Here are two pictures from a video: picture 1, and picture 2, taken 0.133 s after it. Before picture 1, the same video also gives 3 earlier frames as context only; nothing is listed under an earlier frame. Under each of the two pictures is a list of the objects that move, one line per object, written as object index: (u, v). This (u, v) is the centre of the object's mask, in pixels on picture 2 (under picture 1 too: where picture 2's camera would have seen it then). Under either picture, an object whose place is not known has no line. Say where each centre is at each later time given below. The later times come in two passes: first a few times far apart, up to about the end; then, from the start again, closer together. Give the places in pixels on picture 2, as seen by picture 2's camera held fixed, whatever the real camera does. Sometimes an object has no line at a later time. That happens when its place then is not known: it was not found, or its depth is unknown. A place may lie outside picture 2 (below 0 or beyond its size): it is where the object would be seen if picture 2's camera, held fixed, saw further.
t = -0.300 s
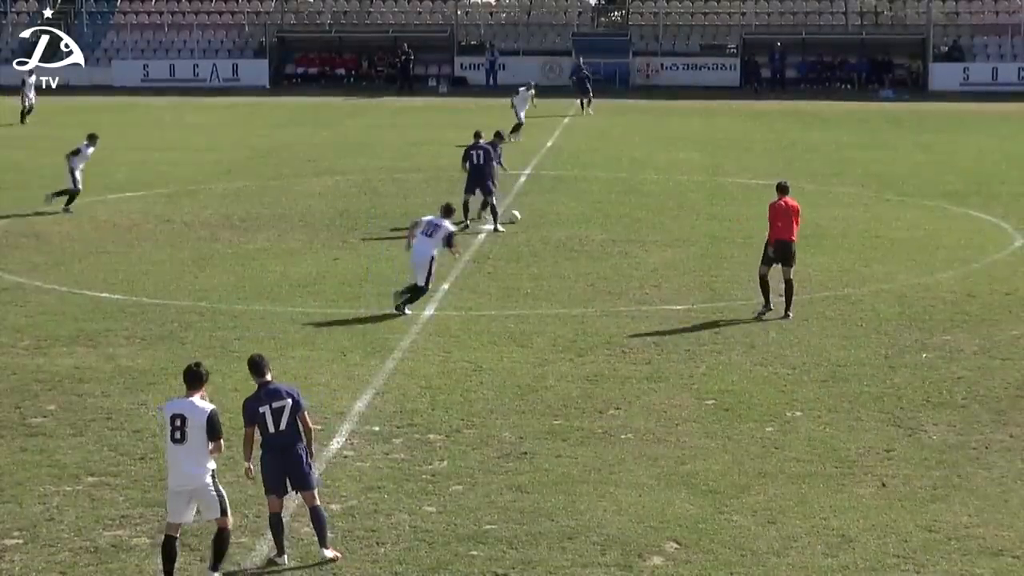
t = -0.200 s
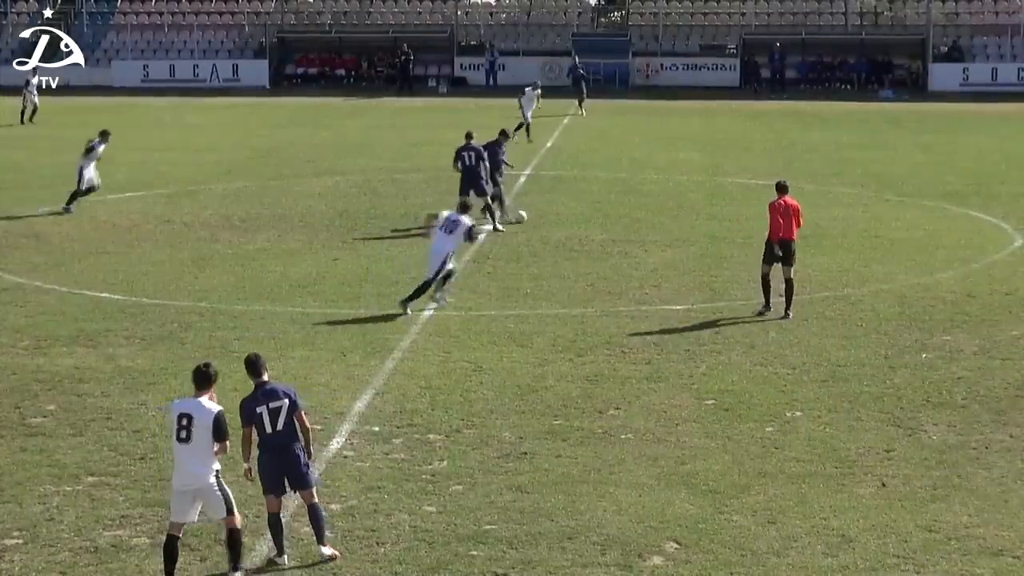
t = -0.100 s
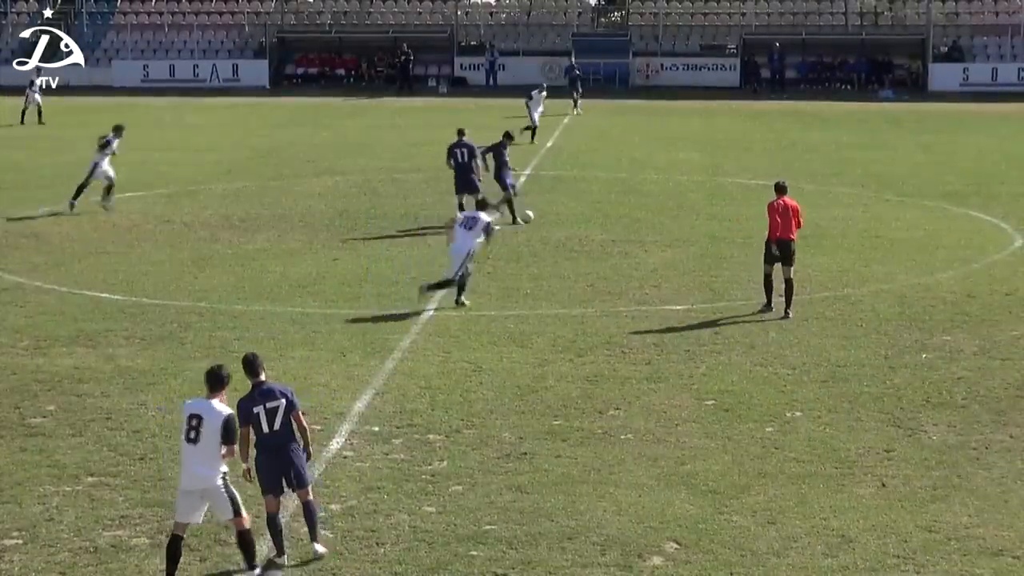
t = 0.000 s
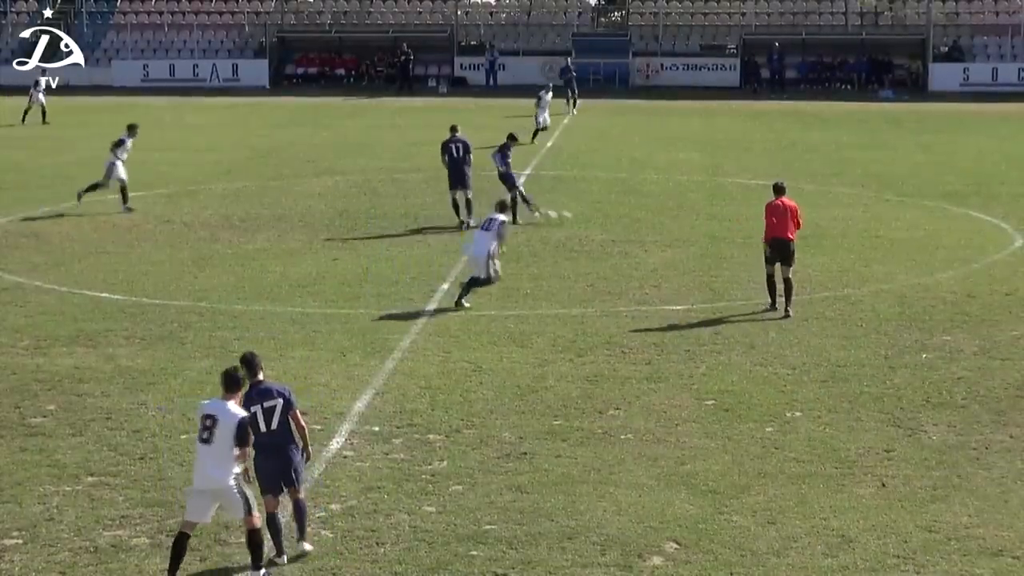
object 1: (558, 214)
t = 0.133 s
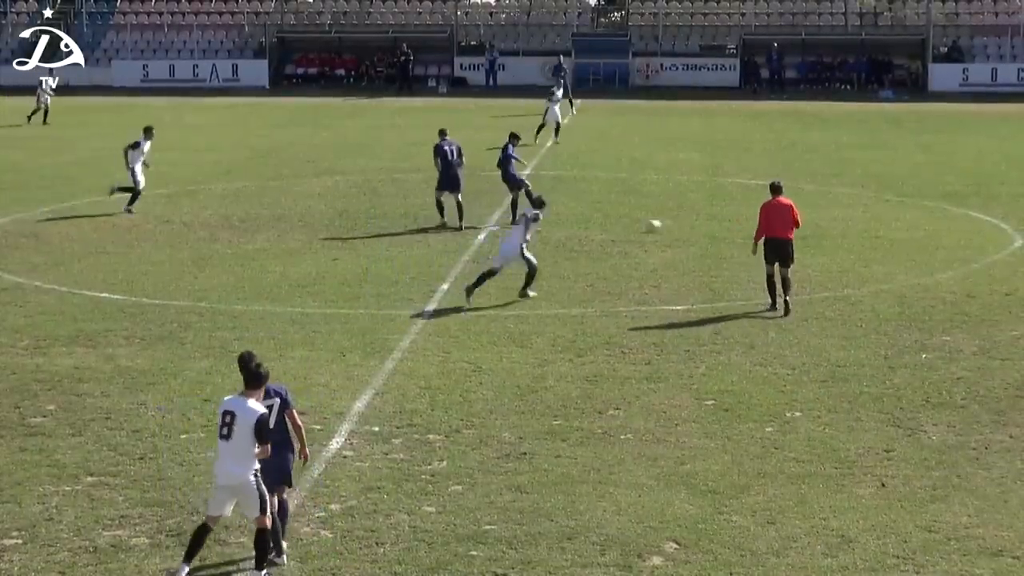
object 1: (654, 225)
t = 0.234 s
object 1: (722, 225)
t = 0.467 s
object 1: (880, 239)
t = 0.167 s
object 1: (676, 226)
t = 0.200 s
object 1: (703, 223)
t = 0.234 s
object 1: (722, 225)
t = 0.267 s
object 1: (749, 224)
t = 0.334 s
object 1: (794, 229)
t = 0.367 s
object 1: (816, 236)
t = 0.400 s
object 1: (839, 239)
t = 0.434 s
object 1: (856, 239)
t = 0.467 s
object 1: (880, 239)
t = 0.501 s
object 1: (899, 239)
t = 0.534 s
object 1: (917, 242)
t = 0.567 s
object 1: (941, 246)
